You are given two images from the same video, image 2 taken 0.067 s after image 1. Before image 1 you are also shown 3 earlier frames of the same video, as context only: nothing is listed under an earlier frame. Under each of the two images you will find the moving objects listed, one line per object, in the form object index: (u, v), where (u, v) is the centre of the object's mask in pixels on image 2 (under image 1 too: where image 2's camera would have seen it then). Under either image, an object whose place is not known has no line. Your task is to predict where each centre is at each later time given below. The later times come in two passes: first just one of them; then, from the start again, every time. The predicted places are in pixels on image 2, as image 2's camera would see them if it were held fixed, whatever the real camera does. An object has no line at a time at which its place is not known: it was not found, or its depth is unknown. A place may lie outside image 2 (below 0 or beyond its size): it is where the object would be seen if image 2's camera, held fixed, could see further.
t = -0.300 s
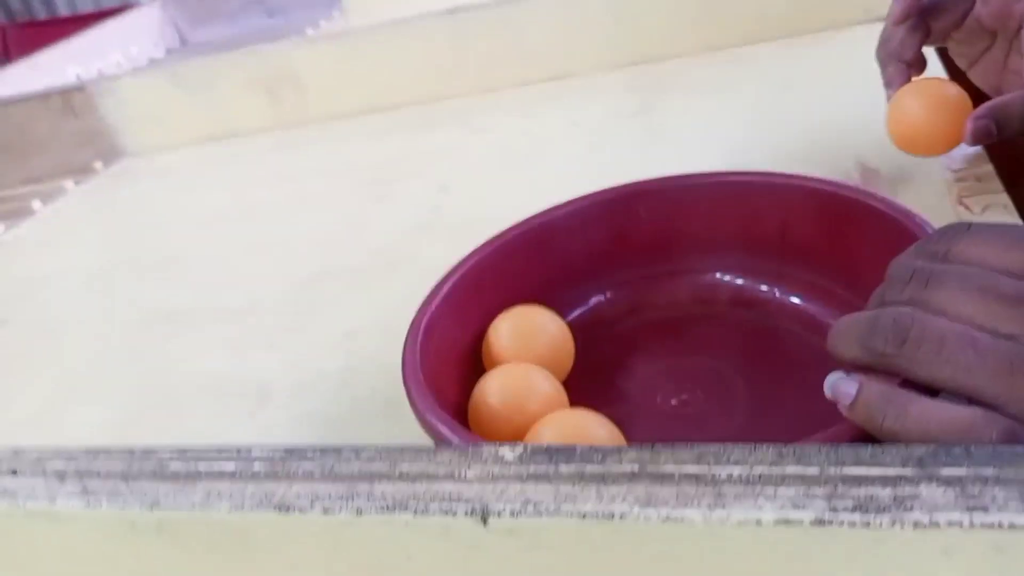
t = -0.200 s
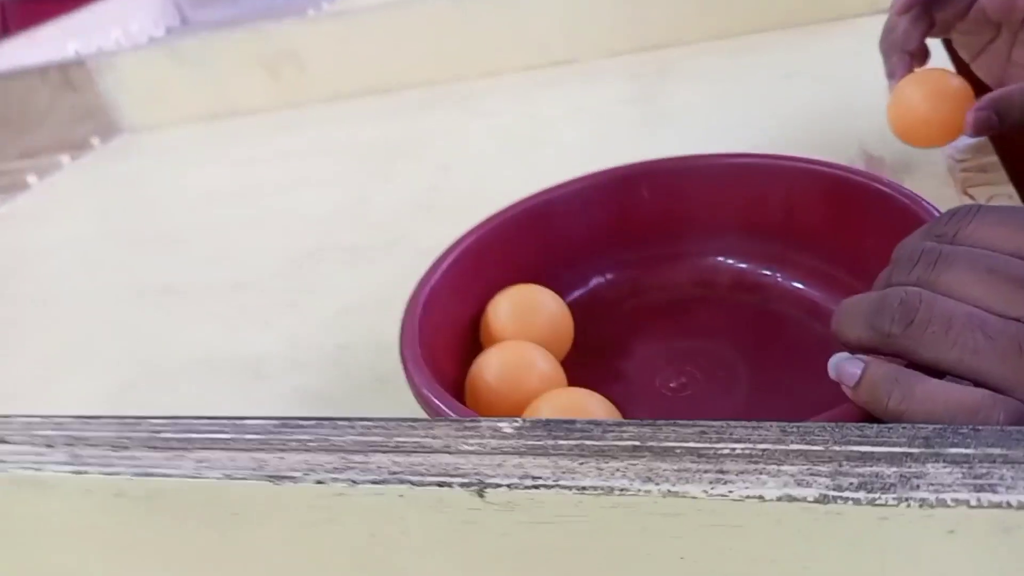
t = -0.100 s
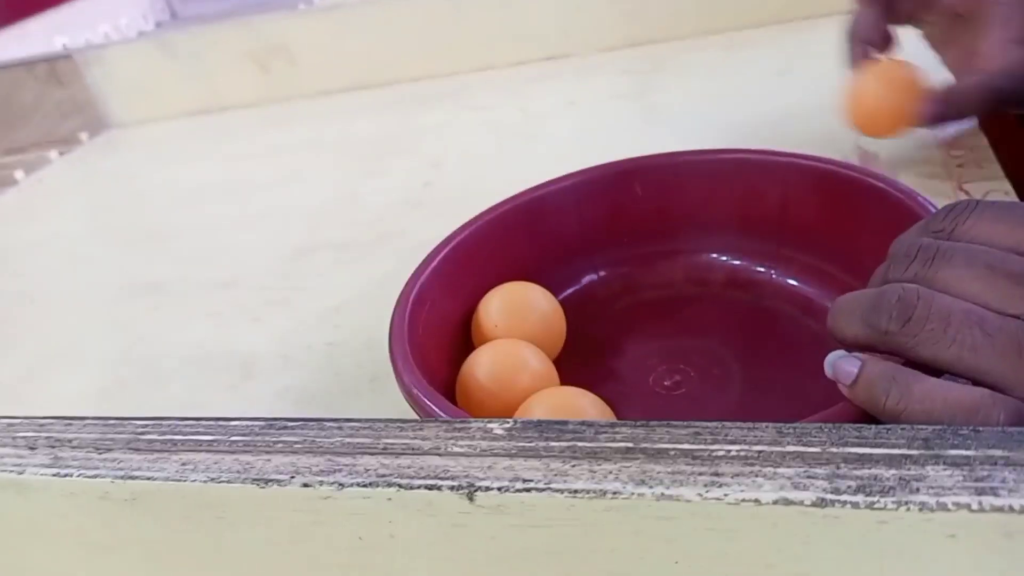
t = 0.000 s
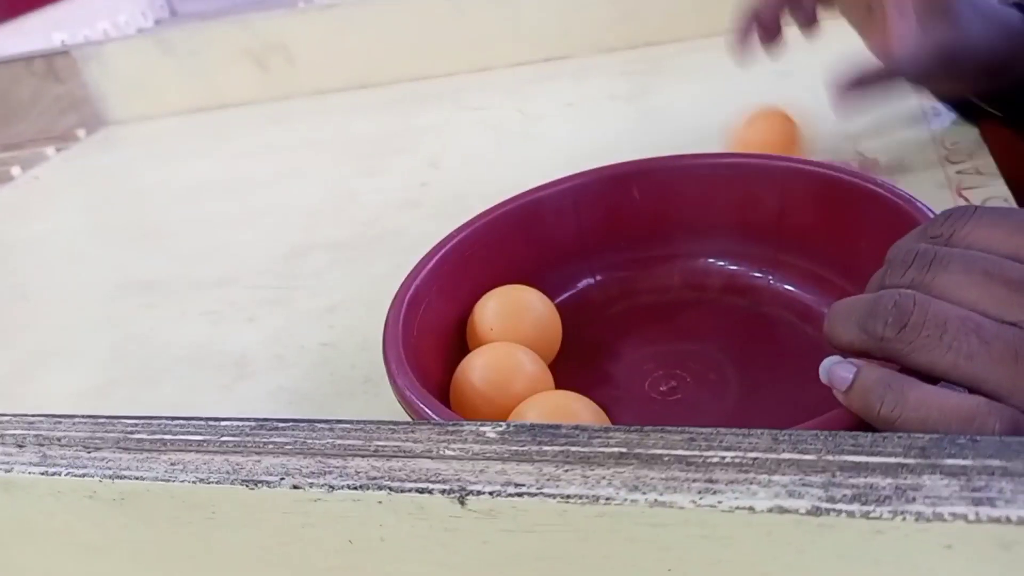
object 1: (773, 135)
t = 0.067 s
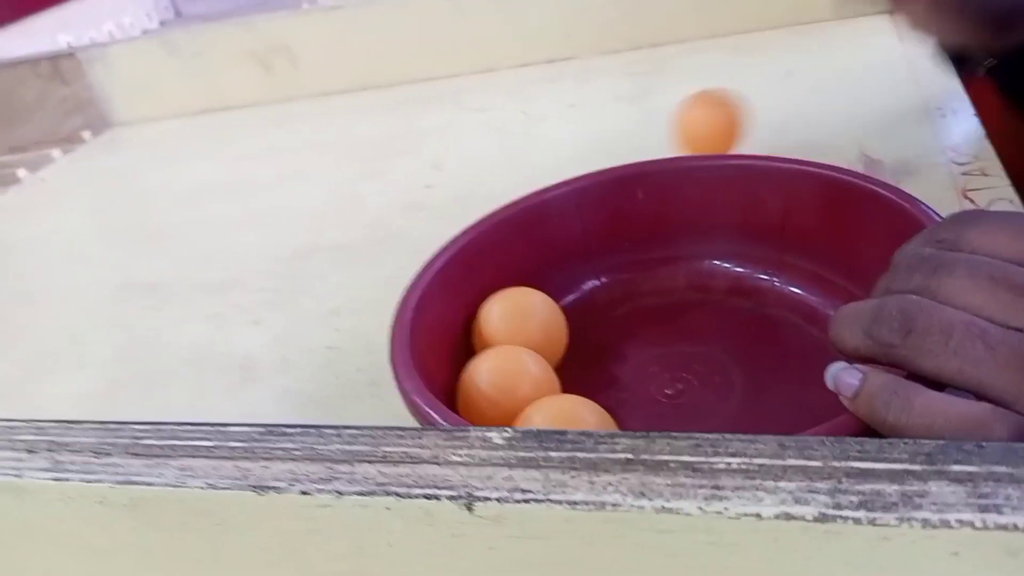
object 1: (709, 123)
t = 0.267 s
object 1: (502, 154)
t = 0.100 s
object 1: (678, 132)
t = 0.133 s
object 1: (642, 141)
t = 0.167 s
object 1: (608, 140)
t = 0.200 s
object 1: (570, 151)
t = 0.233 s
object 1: (537, 160)
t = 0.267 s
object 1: (502, 154)
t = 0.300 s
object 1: (469, 165)
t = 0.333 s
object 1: (435, 170)
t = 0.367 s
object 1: (401, 167)
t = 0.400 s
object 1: (369, 181)
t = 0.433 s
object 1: (334, 177)
